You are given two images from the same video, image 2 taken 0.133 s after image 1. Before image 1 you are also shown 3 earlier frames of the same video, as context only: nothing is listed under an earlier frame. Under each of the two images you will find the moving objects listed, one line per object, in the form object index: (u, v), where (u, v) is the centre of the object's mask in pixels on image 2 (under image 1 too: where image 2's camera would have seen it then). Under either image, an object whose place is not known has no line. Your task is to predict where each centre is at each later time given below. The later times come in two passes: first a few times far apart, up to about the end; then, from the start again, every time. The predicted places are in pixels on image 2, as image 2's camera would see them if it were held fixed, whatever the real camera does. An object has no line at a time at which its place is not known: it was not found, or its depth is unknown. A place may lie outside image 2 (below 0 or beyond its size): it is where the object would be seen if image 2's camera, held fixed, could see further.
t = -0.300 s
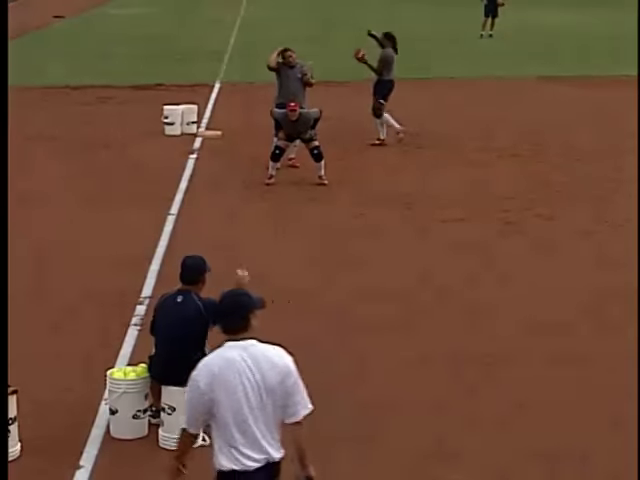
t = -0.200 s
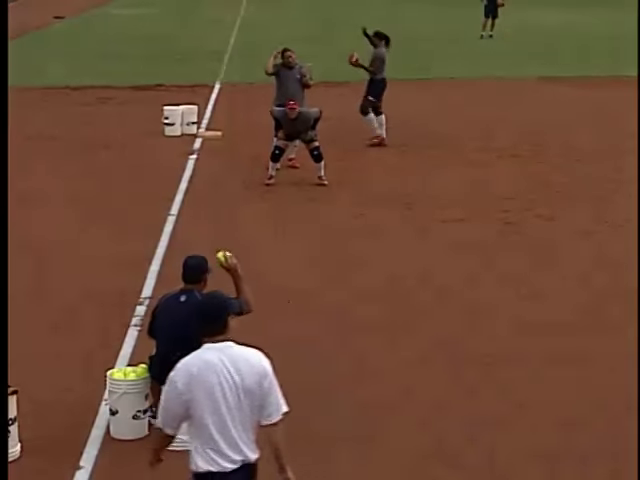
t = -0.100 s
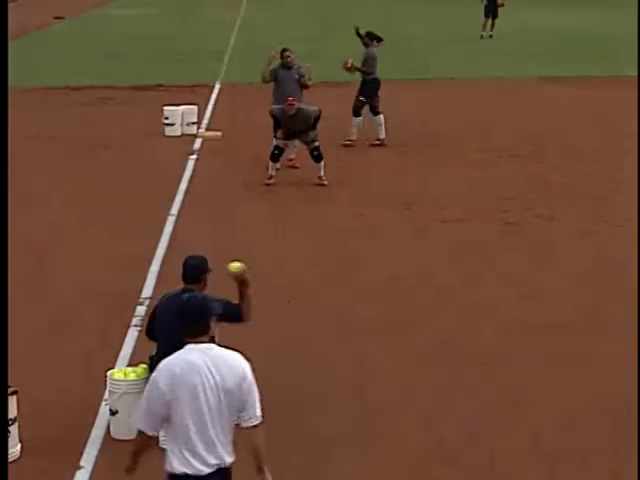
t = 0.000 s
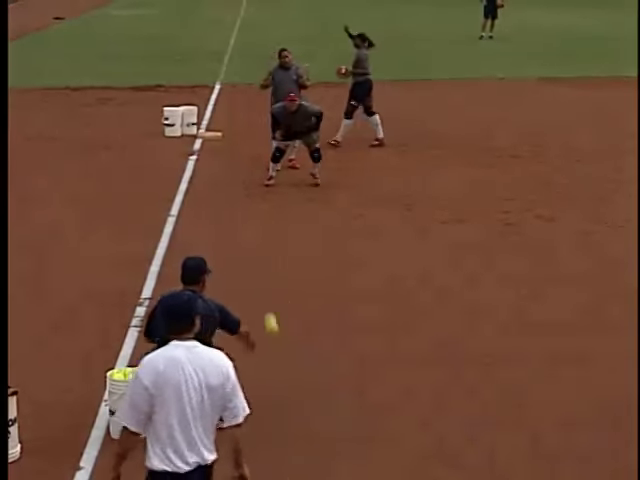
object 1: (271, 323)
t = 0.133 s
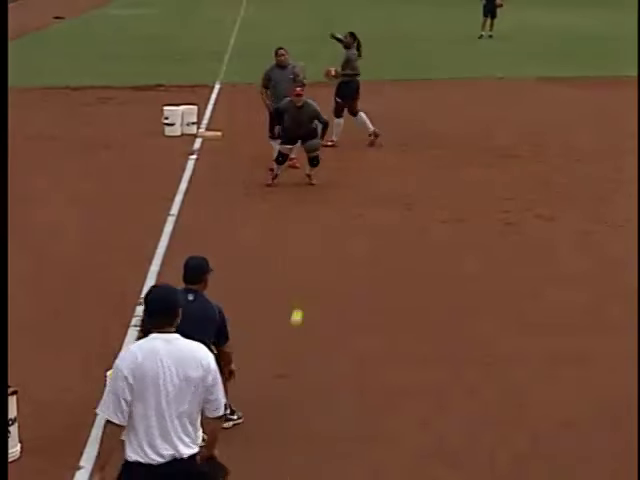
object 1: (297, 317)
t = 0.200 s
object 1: (308, 277)
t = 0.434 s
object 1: (342, 193)
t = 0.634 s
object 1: (366, 177)
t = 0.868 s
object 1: (390, 210)
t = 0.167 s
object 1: (303, 295)
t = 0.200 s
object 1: (308, 277)
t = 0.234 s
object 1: (313, 260)
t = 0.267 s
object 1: (318, 244)
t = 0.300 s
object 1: (324, 231)
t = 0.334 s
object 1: (328, 219)
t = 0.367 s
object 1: (333, 209)
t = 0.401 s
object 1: (337, 200)
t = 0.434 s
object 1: (342, 193)
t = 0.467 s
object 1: (346, 187)
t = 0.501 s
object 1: (350, 183)
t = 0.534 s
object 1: (354, 180)
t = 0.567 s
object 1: (359, 177)
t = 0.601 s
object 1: (362, 177)
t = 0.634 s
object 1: (366, 177)
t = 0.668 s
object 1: (370, 179)
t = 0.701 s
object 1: (373, 182)
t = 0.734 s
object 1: (377, 185)
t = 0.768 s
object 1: (380, 190)
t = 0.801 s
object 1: (383, 196)
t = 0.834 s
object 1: (387, 203)
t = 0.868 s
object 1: (390, 210)
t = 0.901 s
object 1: (392, 218)
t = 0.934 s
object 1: (395, 228)
